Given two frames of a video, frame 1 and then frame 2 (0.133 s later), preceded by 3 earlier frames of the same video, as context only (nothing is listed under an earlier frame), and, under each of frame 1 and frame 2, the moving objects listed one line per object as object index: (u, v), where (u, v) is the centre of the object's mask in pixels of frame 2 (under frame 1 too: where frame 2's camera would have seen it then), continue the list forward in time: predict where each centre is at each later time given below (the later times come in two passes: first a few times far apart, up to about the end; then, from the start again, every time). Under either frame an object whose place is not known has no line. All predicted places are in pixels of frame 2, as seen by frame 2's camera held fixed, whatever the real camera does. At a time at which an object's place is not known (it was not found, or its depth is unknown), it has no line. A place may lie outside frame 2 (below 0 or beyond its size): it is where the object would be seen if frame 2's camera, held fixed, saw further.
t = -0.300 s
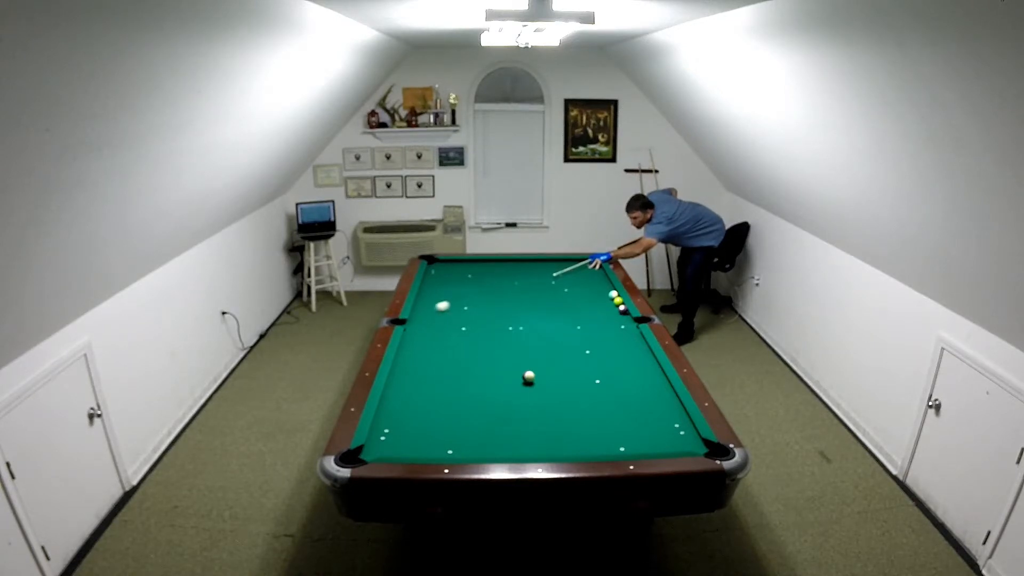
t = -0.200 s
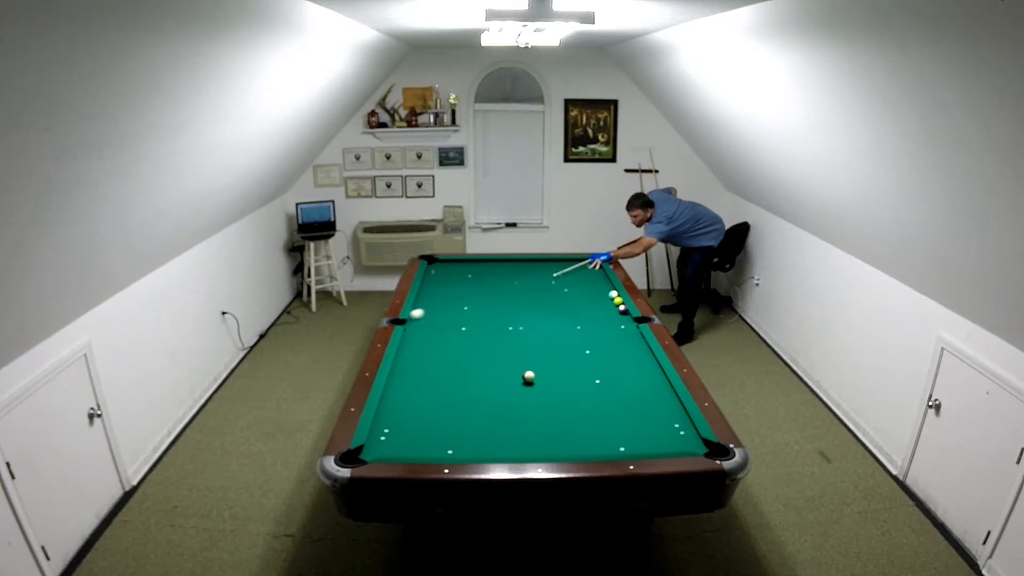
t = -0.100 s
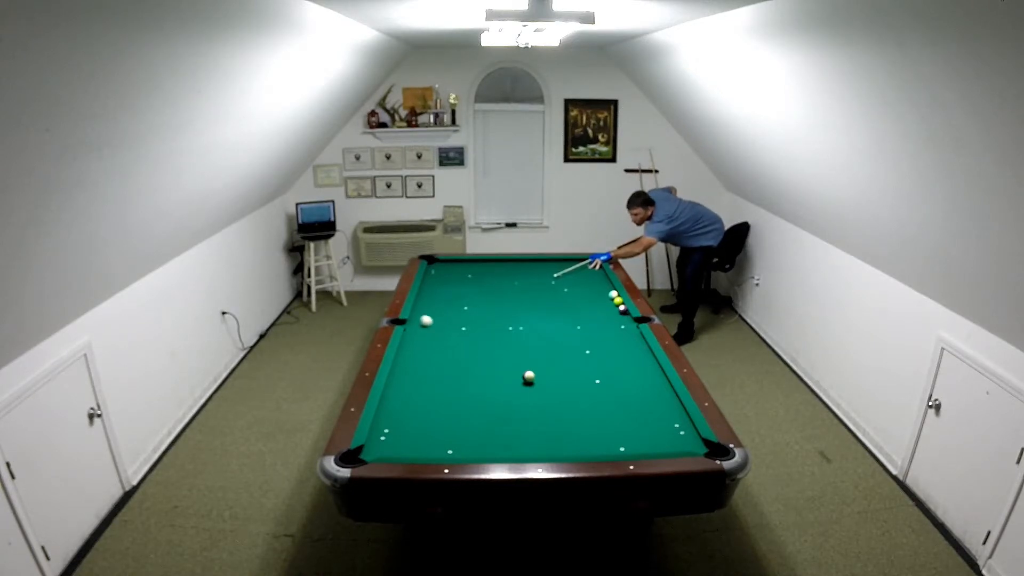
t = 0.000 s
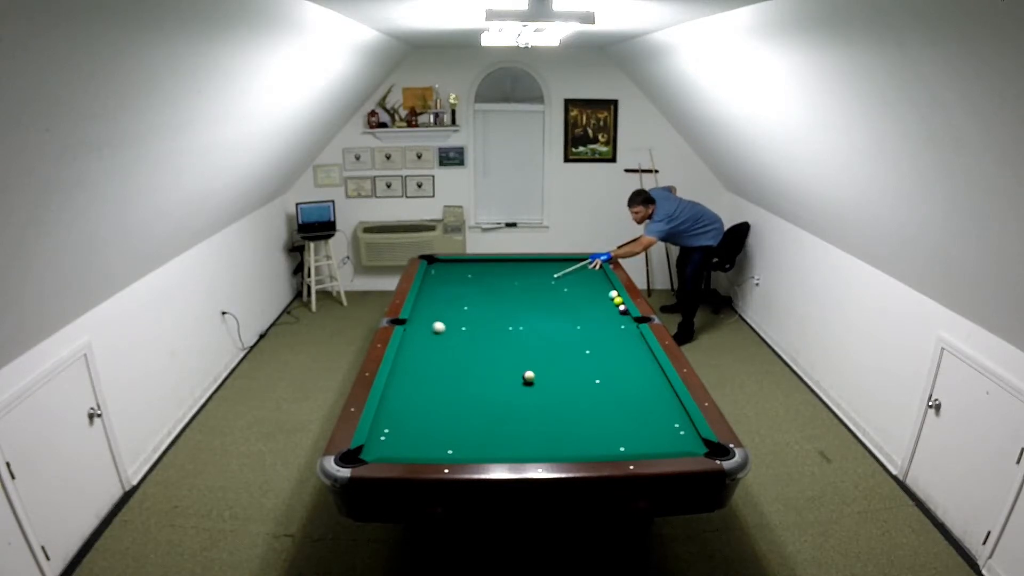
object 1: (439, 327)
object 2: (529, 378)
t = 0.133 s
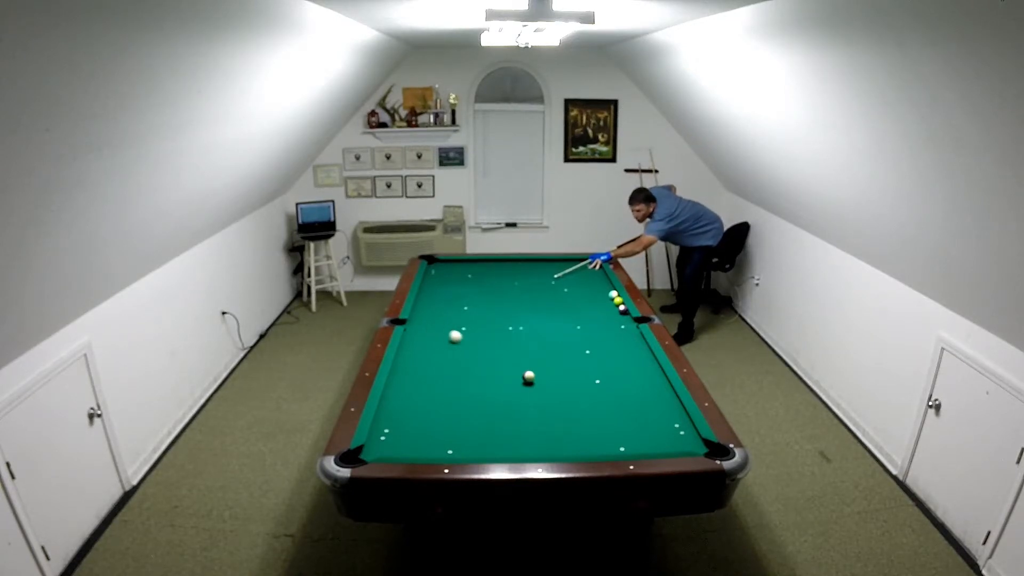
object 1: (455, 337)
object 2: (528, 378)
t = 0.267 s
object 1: (473, 346)
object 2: (528, 378)
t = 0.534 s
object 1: (512, 368)
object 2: (528, 378)
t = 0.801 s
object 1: (529, 375)
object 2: (554, 395)
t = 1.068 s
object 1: (542, 380)
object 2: (583, 414)
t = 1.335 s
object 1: (555, 384)
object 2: (615, 434)
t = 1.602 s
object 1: (566, 388)
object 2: (644, 447)
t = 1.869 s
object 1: (577, 391)
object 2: (653, 437)
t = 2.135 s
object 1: (586, 394)
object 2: (662, 425)
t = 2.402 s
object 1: (595, 397)
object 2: (670, 417)
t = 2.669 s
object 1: (602, 399)
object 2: (676, 408)
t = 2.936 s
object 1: (609, 401)
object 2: (672, 402)
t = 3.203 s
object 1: (614, 403)
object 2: (664, 399)
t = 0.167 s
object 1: (460, 339)
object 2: (528, 378)
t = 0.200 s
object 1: (464, 342)
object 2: (528, 378)
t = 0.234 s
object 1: (468, 344)
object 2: (528, 378)
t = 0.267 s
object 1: (473, 346)
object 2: (528, 378)
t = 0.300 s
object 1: (478, 349)
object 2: (528, 378)
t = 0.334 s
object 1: (482, 351)
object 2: (528, 378)
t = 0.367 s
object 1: (487, 355)
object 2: (528, 378)
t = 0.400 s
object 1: (492, 357)
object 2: (528, 378)
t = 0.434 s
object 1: (497, 360)
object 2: (529, 378)
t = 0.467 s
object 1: (502, 363)
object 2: (528, 378)
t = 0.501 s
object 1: (507, 365)
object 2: (528, 378)
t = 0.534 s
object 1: (512, 368)
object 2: (528, 378)
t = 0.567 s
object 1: (517, 371)
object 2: (529, 378)
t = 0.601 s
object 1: (520, 372)
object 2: (531, 379)
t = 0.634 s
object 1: (521, 373)
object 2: (535, 382)
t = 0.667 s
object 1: (522, 373)
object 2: (540, 385)
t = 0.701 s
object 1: (524, 373)
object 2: (543, 387)
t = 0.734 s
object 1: (526, 374)
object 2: (547, 390)
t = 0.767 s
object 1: (528, 374)
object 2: (550, 392)
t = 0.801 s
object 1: (529, 375)
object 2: (554, 395)
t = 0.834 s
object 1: (531, 376)
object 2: (557, 397)
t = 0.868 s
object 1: (532, 376)
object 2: (561, 399)
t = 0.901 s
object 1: (534, 377)
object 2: (565, 401)
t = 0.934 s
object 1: (536, 378)
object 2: (568, 405)
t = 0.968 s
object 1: (537, 378)
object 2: (571, 406)
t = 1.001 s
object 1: (539, 379)
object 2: (575, 408)
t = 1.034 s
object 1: (540, 379)
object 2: (579, 411)
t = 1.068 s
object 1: (542, 380)
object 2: (583, 414)
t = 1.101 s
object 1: (544, 380)
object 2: (587, 416)
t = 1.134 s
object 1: (545, 381)
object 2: (591, 418)
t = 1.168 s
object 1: (547, 381)
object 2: (595, 421)
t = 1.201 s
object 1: (549, 382)
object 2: (598, 423)
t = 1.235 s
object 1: (550, 383)
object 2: (602, 426)
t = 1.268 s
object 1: (552, 383)
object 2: (606, 428)
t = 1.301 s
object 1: (553, 383)
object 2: (610, 431)
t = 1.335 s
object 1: (555, 384)
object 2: (615, 434)
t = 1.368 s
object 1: (556, 385)
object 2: (619, 436)
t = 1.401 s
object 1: (558, 385)
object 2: (623, 439)
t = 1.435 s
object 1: (559, 386)
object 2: (628, 442)
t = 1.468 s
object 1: (560, 386)
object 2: (630, 443)
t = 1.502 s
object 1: (562, 386)
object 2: (634, 444)
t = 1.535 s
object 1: (563, 387)
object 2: (639, 446)
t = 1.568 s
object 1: (565, 387)
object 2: (642, 448)
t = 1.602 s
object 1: (566, 388)
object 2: (644, 447)
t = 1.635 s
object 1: (568, 388)
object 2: (645, 446)
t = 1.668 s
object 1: (569, 389)
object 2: (647, 445)
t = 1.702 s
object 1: (570, 389)
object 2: (648, 443)
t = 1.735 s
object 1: (572, 390)
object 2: (649, 442)
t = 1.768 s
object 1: (573, 390)
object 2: (651, 442)
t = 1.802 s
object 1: (574, 390)
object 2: (652, 440)
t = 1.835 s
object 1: (575, 391)
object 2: (653, 439)
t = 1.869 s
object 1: (577, 391)
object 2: (653, 437)
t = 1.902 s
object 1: (578, 392)
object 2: (654, 436)
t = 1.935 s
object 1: (579, 392)
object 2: (656, 433)
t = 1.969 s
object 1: (581, 392)
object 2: (657, 432)
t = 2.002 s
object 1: (582, 393)
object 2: (658, 432)
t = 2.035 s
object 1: (583, 393)
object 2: (660, 430)
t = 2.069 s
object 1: (584, 394)
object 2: (660, 429)
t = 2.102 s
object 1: (585, 394)
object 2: (661, 426)
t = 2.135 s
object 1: (586, 394)
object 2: (662, 425)
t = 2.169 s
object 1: (588, 395)
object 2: (663, 424)
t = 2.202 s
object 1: (589, 395)
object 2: (665, 424)
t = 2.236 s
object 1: (590, 395)
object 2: (666, 423)
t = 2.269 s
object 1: (591, 396)
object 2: (667, 422)
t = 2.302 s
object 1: (592, 396)
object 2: (667, 420)
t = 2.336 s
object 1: (593, 396)
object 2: (667, 419)
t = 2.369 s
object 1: (594, 397)
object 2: (668, 418)
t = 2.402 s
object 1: (595, 397)
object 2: (670, 417)
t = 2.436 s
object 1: (596, 397)
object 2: (670, 415)
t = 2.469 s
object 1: (597, 398)
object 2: (671, 414)
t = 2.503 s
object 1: (598, 398)
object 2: (672, 413)
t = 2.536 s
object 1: (599, 398)
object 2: (673, 412)
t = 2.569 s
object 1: (600, 399)
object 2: (674, 411)
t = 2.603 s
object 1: (601, 399)
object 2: (675, 411)
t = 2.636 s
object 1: (602, 399)
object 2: (676, 409)
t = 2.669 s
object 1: (602, 399)
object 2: (676, 408)
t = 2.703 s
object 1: (603, 400)
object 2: (677, 406)
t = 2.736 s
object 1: (604, 400)
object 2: (677, 405)
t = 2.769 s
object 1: (605, 400)
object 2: (676, 405)
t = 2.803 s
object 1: (606, 401)
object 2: (675, 404)
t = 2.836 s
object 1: (607, 400)
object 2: (675, 403)
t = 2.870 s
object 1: (607, 401)
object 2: (673, 402)
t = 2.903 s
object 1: (608, 401)
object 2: (672, 402)
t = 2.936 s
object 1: (609, 401)
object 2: (672, 402)
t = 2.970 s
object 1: (610, 402)
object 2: (671, 402)
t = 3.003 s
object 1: (610, 402)
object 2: (670, 402)
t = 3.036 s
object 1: (611, 402)
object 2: (669, 402)
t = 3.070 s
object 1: (612, 402)
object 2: (668, 401)
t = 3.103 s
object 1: (612, 402)
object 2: (667, 401)
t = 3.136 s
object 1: (613, 403)
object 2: (666, 400)
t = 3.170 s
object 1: (613, 403)
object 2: (665, 400)
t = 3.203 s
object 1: (614, 403)
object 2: (664, 399)
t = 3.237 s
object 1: (615, 403)
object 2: (663, 398)
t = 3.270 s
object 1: (615, 403)
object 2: (662, 398)
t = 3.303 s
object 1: (615, 403)
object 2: (661, 397)
